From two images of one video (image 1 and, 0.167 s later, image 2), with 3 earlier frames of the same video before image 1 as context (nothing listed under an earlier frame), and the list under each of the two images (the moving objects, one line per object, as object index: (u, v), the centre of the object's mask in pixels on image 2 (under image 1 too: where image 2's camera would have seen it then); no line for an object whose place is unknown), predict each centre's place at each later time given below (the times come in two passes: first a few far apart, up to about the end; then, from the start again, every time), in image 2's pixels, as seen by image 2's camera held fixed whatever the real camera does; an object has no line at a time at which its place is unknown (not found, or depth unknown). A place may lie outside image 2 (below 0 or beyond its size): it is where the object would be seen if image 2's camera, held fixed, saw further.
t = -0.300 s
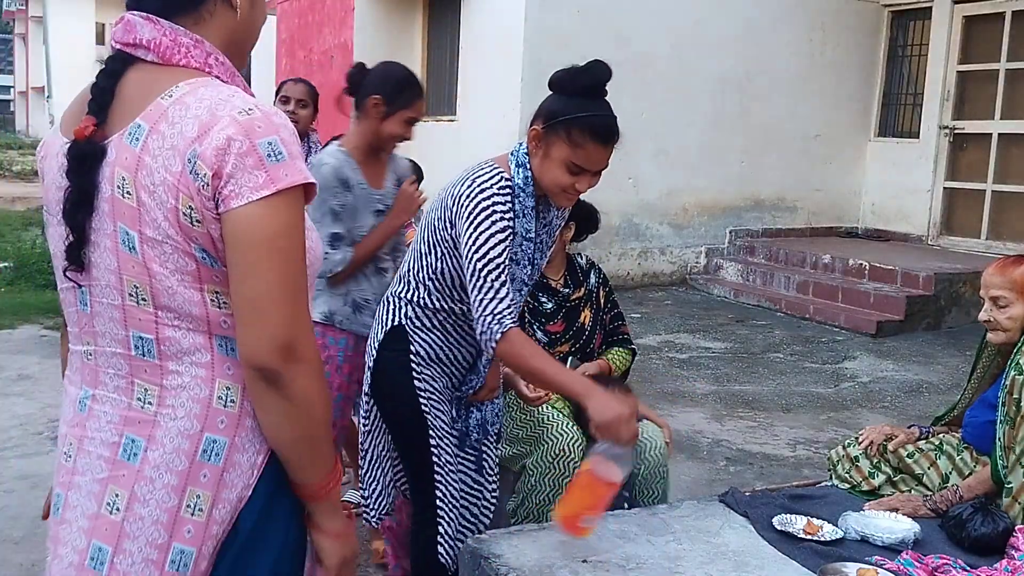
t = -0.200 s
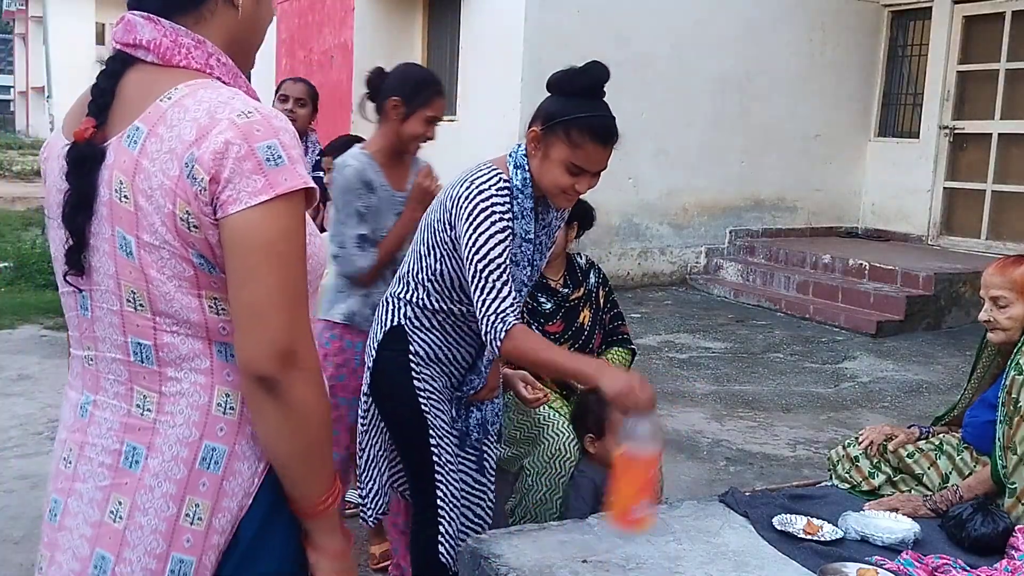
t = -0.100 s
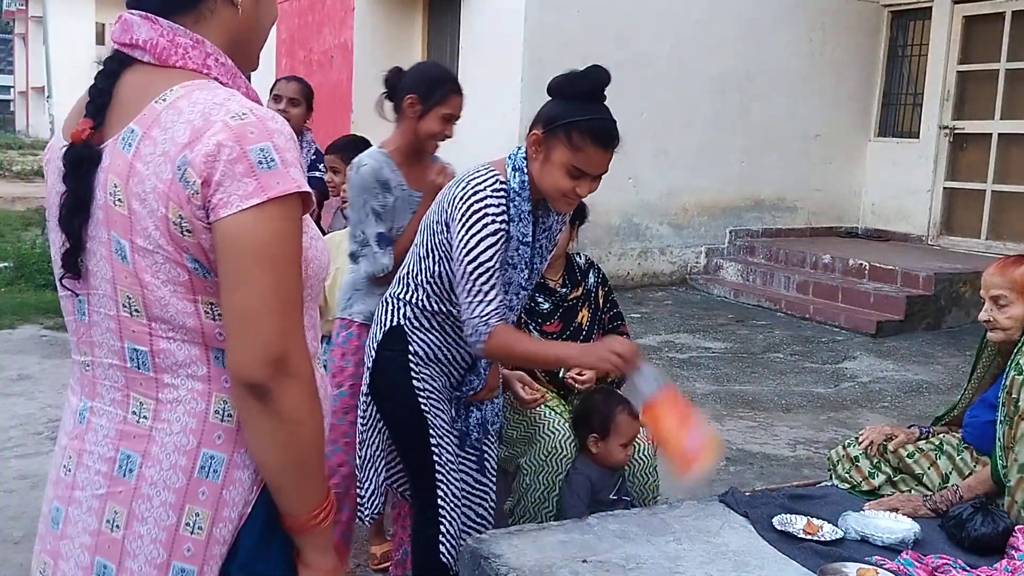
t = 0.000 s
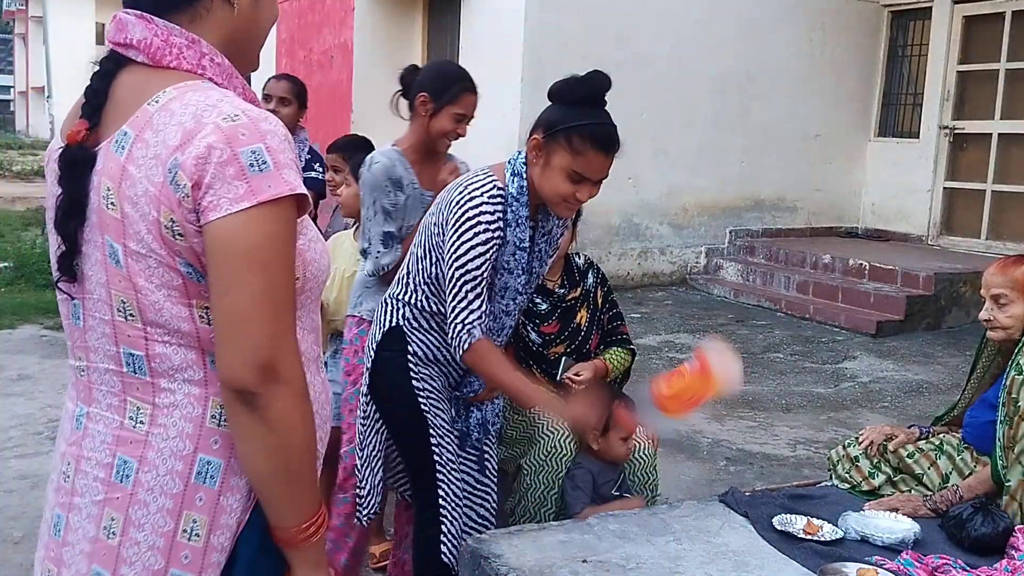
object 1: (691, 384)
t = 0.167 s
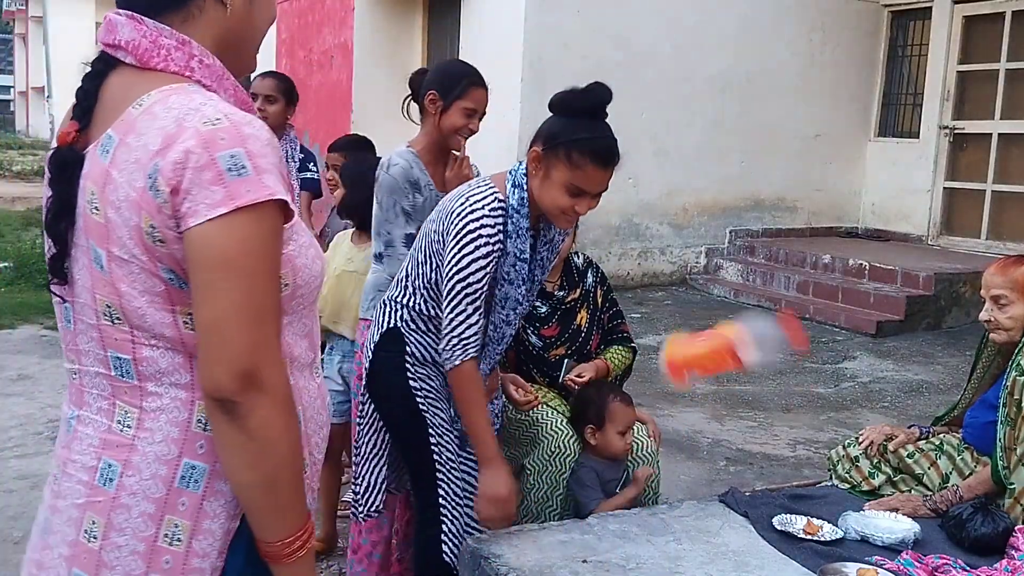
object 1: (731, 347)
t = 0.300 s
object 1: (677, 422)
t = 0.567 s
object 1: (625, 554)
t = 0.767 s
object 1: (618, 555)
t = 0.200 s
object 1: (717, 348)
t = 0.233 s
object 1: (703, 361)
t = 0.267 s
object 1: (688, 387)
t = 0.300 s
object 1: (677, 422)
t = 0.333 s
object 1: (667, 458)
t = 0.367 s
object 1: (656, 509)
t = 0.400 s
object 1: (659, 552)
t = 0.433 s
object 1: (640, 554)
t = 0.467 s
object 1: (632, 553)
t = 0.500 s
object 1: (627, 553)
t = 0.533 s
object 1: (625, 554)
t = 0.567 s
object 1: (625, 554)
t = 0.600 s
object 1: (624, 555)
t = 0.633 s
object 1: (622, 555)
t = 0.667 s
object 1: (620, 555)
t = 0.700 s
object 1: (619, 555)
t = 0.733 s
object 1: (619, 555)
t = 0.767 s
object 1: (618, 555)
